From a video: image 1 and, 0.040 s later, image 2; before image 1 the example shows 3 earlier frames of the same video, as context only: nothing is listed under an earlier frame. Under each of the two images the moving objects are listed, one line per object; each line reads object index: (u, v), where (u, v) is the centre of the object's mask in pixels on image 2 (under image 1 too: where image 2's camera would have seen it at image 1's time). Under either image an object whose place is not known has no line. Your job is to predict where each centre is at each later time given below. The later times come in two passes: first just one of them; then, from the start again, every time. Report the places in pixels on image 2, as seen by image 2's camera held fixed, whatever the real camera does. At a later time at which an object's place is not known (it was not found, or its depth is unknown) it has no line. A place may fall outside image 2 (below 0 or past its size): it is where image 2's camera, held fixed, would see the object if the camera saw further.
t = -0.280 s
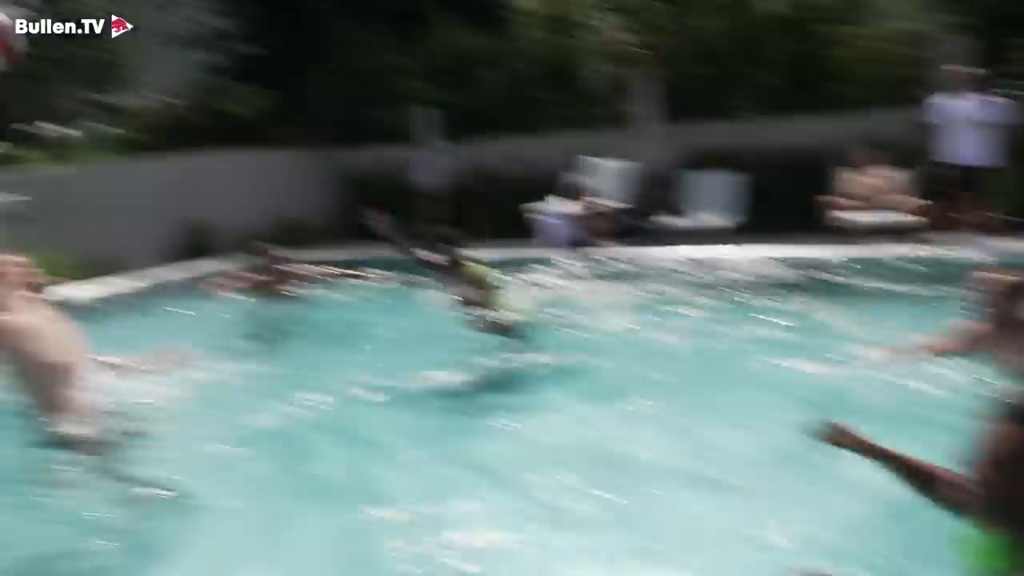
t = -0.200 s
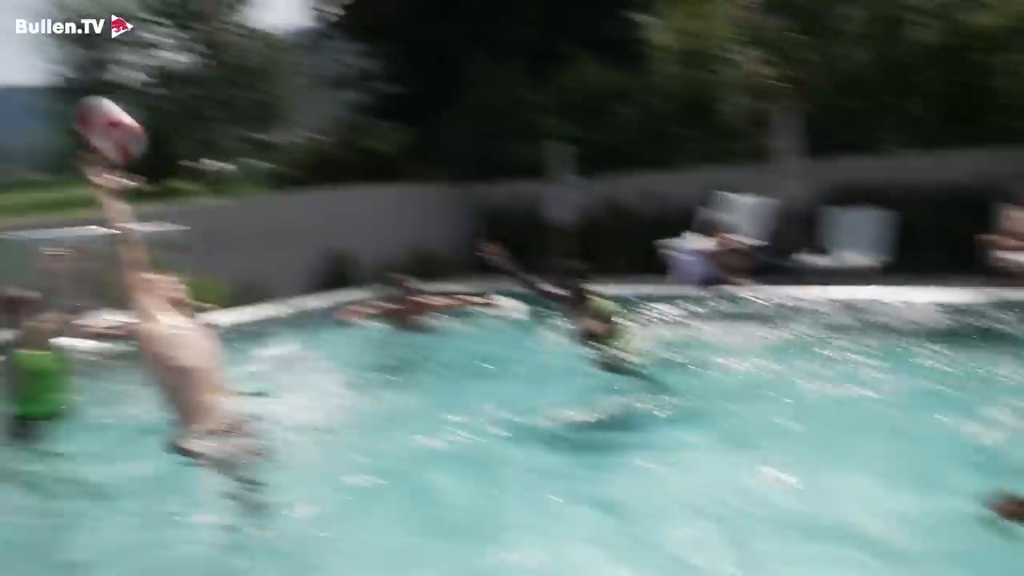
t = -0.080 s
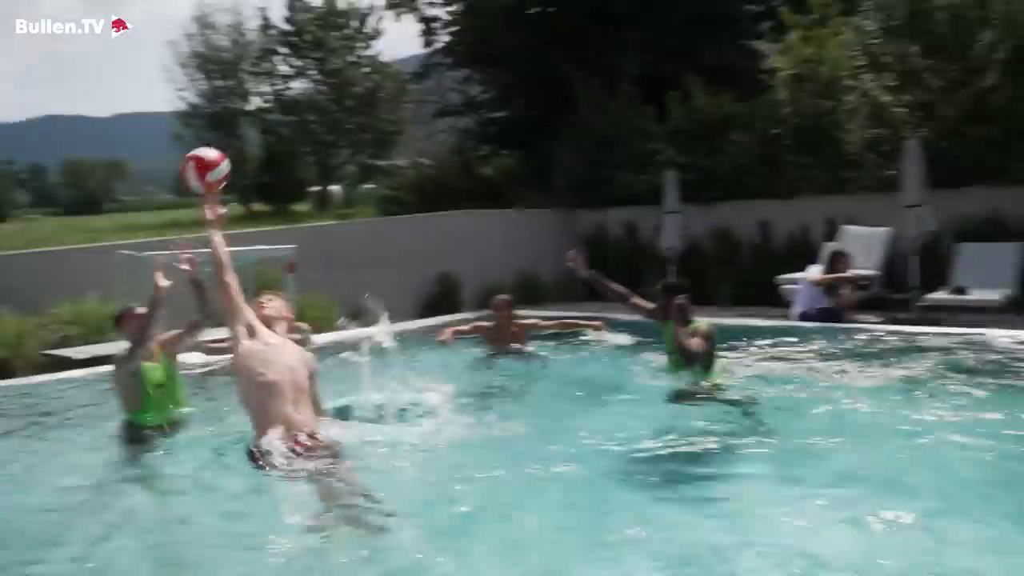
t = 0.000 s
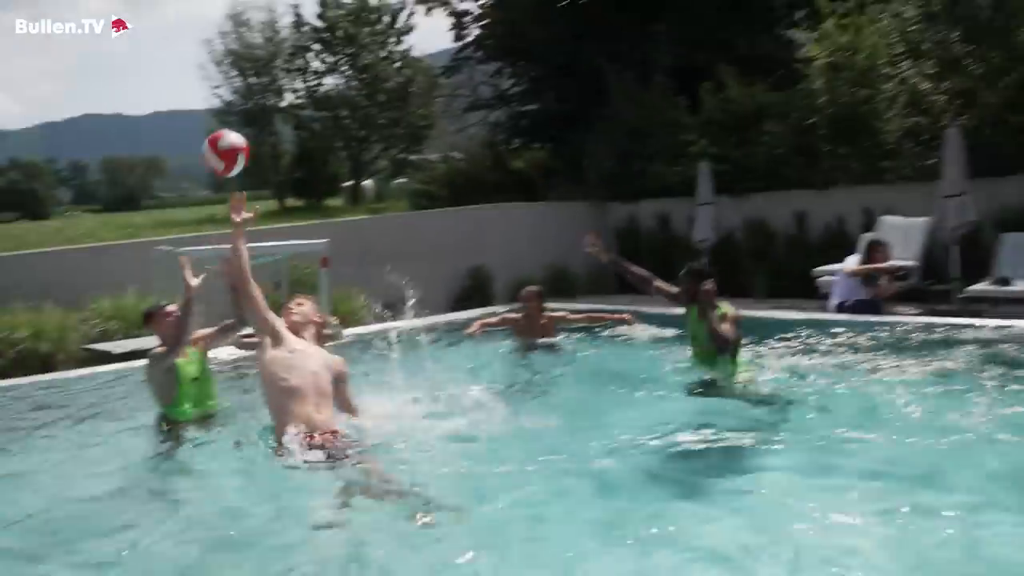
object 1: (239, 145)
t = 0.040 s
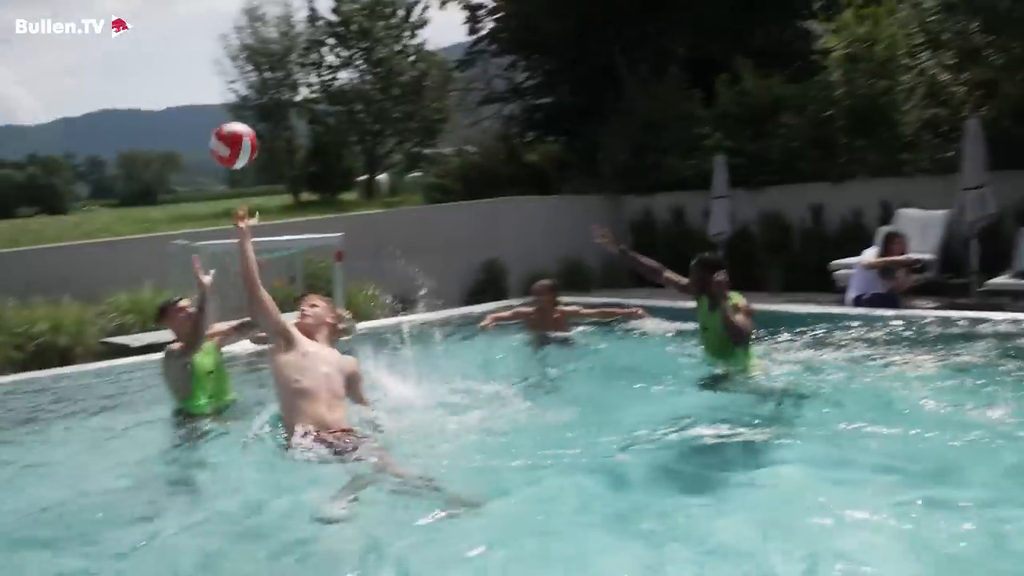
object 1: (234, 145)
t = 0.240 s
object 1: (202, 186)
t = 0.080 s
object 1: (228, 146)
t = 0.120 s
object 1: (221, 152)
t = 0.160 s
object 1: (215, 160)
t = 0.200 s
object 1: (209, 172)
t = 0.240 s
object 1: (202, 186)
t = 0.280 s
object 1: (197, 204)
